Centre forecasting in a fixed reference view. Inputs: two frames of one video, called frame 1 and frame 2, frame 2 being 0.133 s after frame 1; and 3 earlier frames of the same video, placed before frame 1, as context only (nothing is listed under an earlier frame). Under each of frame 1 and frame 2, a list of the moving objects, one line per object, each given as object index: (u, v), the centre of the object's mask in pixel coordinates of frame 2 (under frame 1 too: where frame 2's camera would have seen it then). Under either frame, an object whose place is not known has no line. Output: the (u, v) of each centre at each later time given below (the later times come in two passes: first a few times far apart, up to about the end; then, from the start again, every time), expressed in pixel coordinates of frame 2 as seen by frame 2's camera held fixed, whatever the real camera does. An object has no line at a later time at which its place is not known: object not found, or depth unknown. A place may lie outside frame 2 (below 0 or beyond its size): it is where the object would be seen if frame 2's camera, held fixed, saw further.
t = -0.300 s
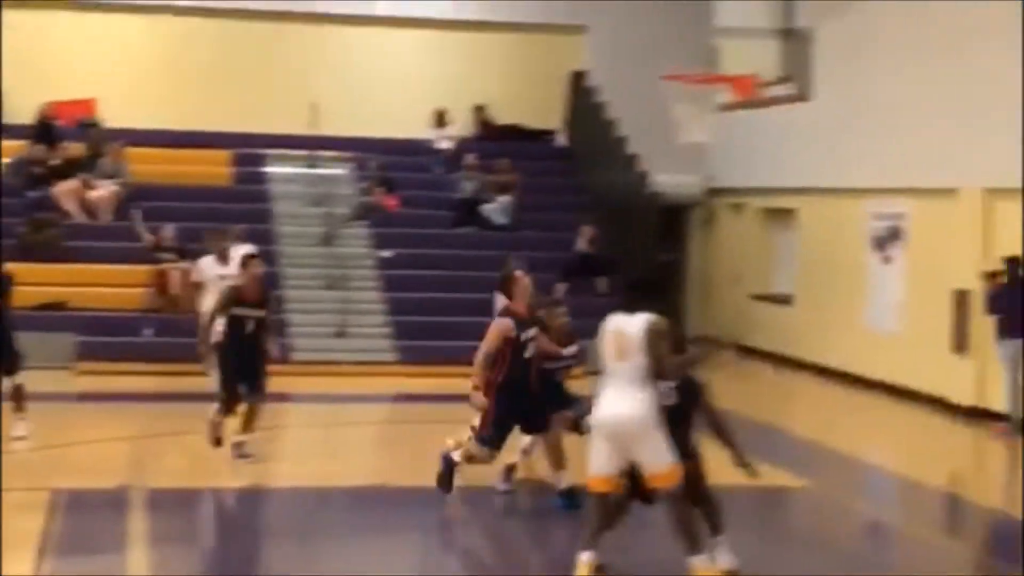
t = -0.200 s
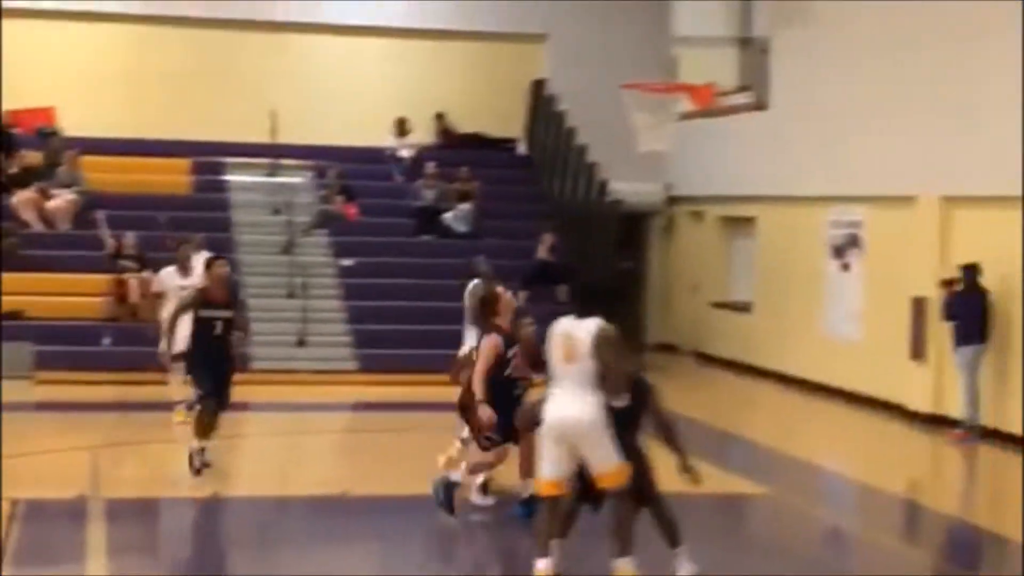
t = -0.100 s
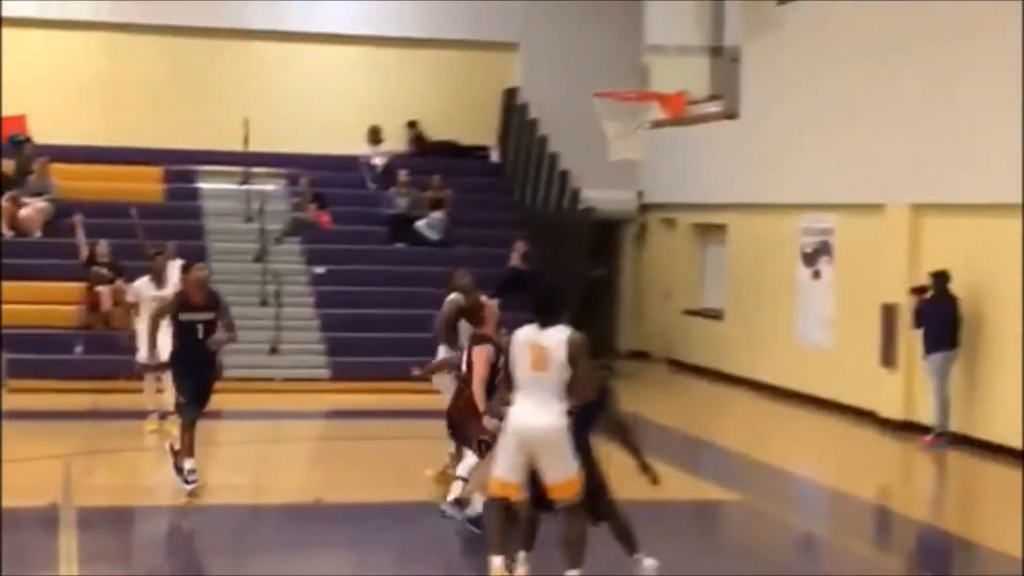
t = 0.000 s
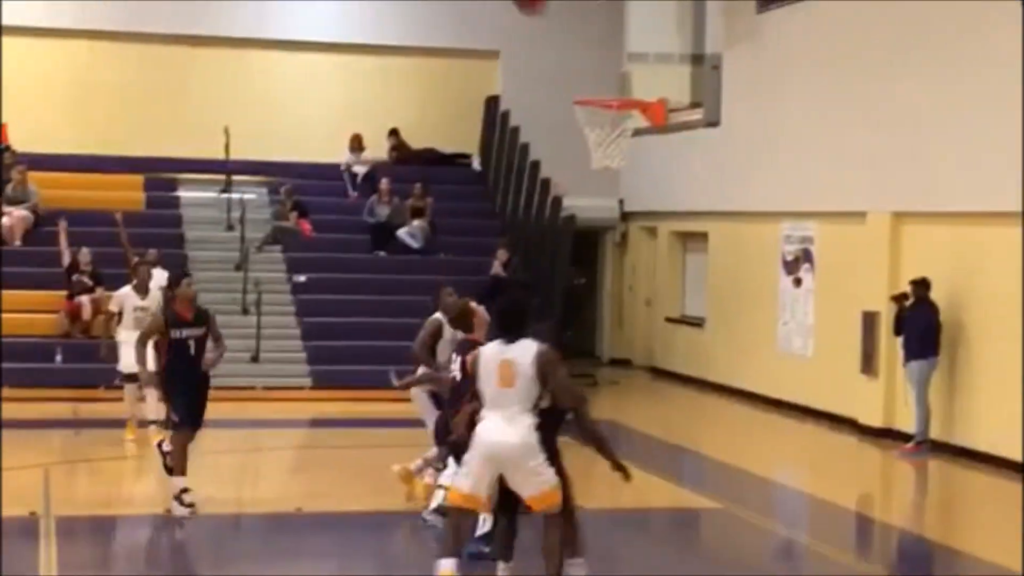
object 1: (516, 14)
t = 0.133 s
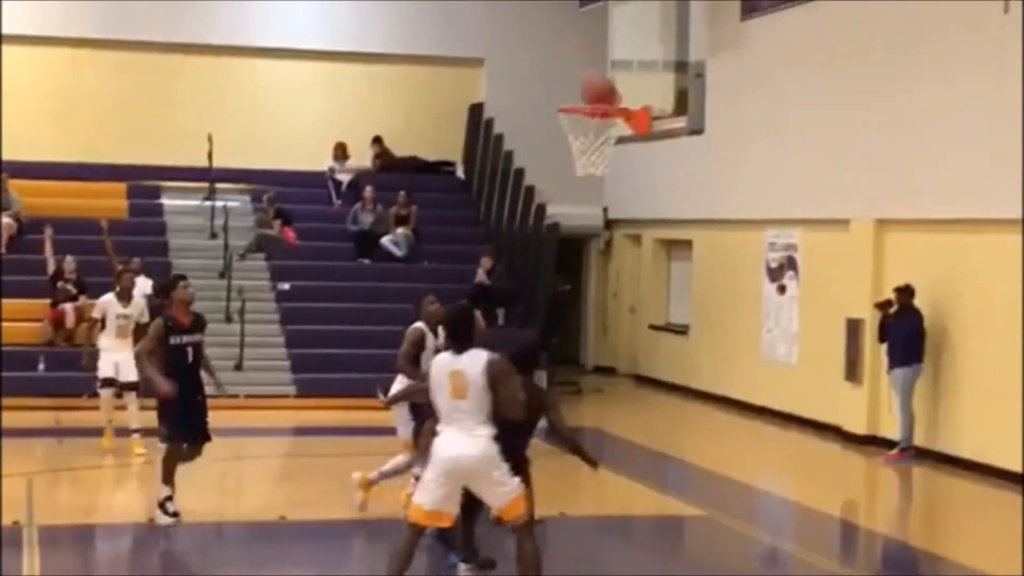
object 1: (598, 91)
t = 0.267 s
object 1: (554, 141)
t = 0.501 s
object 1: (519, 129)
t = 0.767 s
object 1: (477, 206)
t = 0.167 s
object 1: (600, 123)
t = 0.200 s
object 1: (583, 140)
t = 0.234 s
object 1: (565, 145)
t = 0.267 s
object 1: (554, 141)
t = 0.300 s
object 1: (548, 136)
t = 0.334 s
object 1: (543, 130)
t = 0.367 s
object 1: (538, 127)
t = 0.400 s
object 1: (533, 125)
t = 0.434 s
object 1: (528, 125)
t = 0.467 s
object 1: (523, 126)
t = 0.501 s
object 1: (519, 129)
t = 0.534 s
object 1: (513, 133)
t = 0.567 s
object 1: (508, 139)
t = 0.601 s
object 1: (504, 146)
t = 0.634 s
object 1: (498, 154)
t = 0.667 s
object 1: (494, 163)
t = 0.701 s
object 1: (488, 175)
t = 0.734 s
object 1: (482, 190)
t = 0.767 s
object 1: (477, 206)
